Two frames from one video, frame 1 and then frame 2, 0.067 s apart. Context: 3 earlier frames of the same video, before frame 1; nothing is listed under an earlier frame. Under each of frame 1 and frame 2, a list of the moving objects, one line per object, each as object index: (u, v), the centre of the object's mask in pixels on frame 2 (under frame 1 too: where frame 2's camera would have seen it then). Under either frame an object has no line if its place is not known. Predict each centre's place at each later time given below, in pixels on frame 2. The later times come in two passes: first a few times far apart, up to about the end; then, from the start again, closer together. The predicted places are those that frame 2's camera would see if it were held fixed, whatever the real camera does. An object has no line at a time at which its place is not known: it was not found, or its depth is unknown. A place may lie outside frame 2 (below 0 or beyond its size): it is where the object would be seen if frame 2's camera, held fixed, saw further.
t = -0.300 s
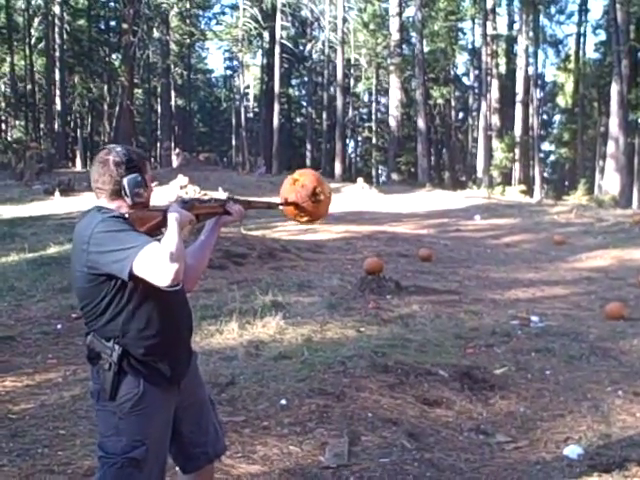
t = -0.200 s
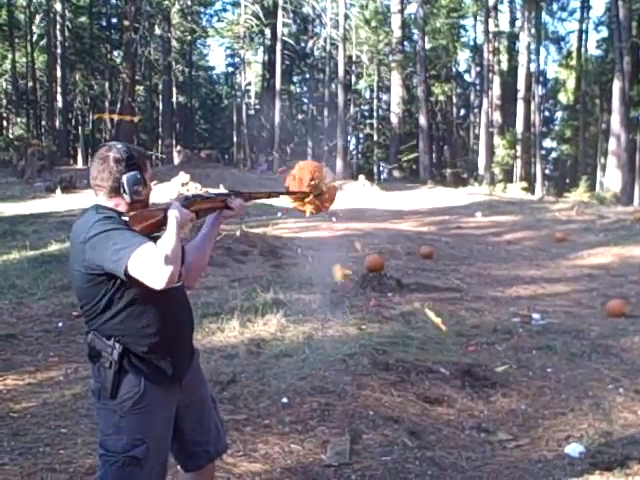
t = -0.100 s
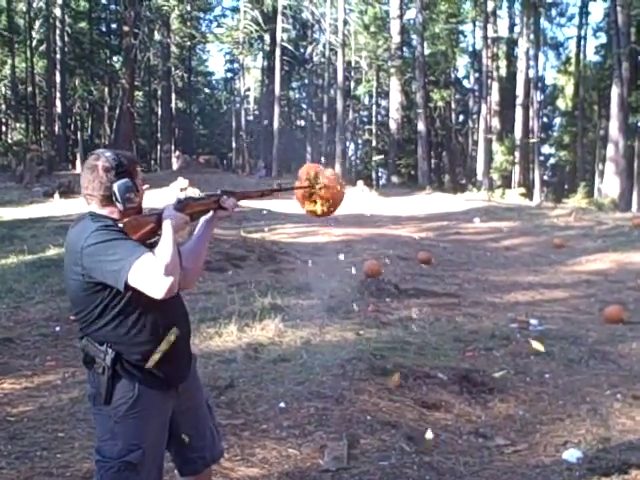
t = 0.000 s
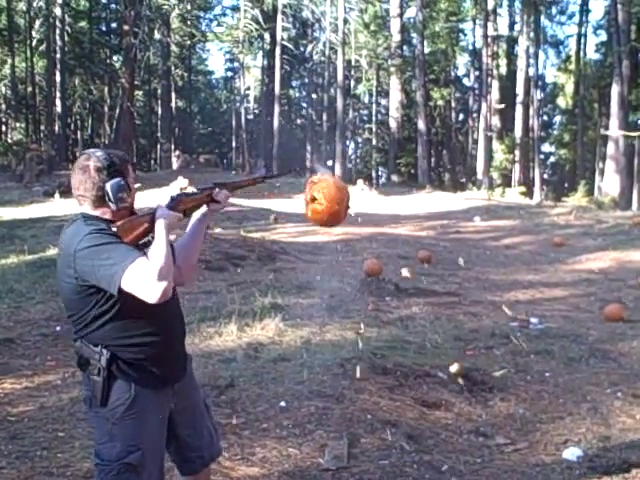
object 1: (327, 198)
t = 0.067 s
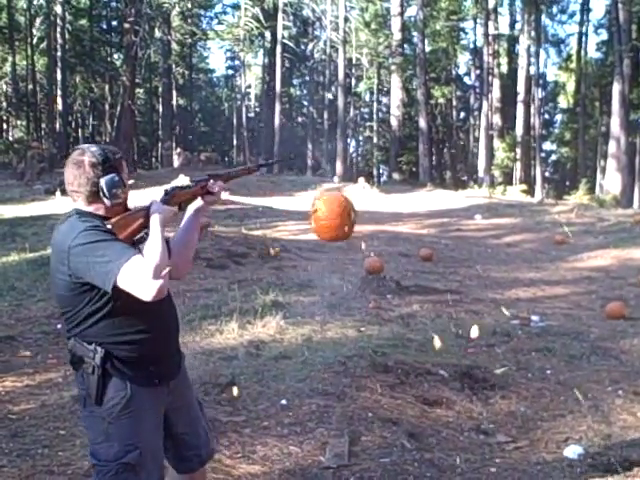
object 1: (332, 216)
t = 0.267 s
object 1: (348, 326)
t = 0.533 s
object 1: (354, 463)
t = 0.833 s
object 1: (350, 466)
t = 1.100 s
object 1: (354, 467)
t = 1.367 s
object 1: (355, 467)
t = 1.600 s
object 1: (356, 467)
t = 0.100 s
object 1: (336, 230)
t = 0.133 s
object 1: (338, 244)
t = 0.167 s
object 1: (339, 261)
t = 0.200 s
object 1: (342, 281)
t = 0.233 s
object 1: (345, 301)
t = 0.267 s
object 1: (348, 326)
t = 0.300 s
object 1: (350, 351)
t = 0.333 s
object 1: (354, 378)
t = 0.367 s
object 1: (356, 408)
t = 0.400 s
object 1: (359, 439)
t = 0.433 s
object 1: (360, 469)
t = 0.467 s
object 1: (360, 467)
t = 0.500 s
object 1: (357, 465)
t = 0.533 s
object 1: (354, 463)
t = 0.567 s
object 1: (353, 463)
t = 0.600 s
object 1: (352, 464)
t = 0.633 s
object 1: (351, 466)
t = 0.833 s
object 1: (350, 466)
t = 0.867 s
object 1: (350, 466)
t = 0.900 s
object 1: (350, 466)
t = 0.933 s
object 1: (351, 466)
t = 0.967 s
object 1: (351, 466)
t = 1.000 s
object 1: (352, 466)
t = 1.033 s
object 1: (353, 466)
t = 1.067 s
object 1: (354, 466)
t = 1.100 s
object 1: (354, 467)
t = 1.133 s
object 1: (355, 467)
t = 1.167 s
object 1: (356, 467)
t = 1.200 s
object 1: (356, 467)
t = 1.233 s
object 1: (356, 467)
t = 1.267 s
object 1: (356, 467)
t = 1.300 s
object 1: (356, 467)
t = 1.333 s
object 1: (355, 467)
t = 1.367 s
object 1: (355, 467)
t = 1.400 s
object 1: (355, 467)
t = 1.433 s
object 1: (355, 467)
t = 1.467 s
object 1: (355, 467)
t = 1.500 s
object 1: (356, 467)
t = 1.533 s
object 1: (355, 467)
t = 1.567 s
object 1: (355, 467)
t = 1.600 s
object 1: (356, 467)
